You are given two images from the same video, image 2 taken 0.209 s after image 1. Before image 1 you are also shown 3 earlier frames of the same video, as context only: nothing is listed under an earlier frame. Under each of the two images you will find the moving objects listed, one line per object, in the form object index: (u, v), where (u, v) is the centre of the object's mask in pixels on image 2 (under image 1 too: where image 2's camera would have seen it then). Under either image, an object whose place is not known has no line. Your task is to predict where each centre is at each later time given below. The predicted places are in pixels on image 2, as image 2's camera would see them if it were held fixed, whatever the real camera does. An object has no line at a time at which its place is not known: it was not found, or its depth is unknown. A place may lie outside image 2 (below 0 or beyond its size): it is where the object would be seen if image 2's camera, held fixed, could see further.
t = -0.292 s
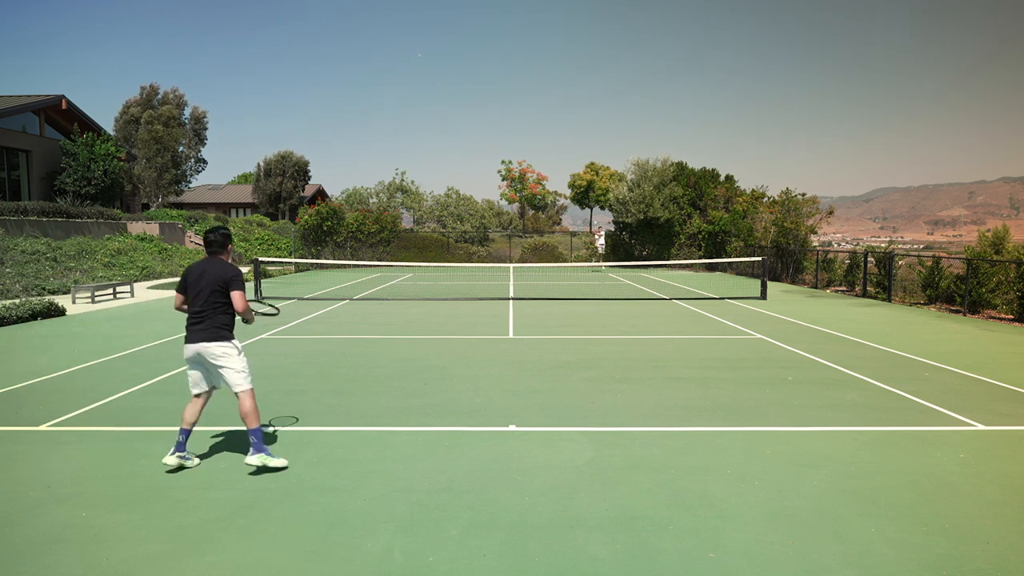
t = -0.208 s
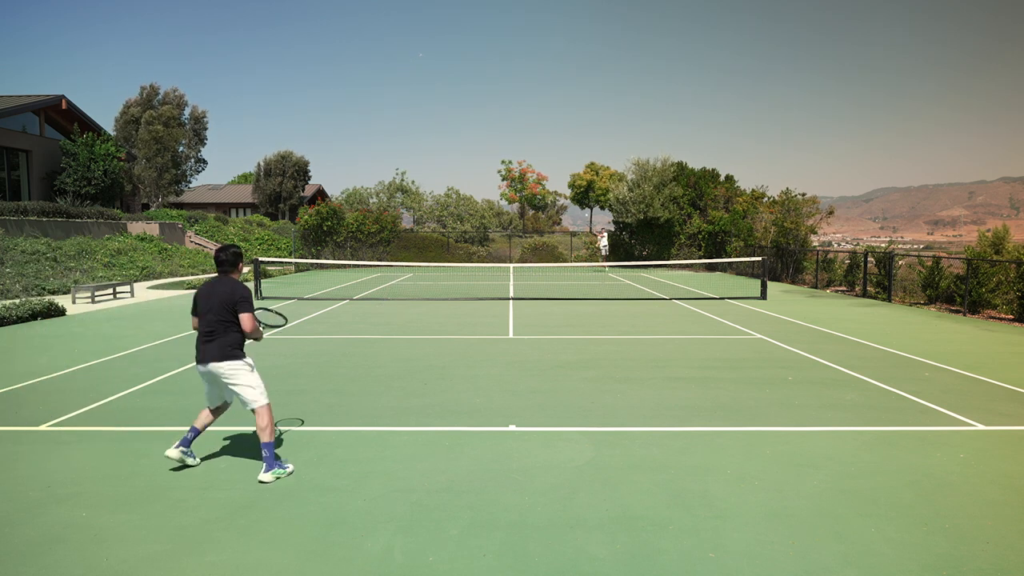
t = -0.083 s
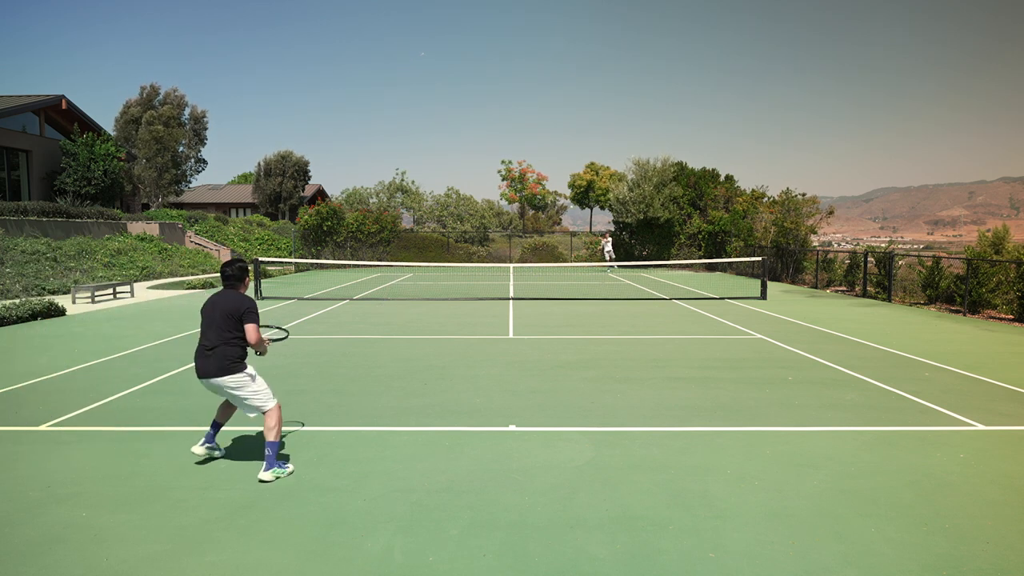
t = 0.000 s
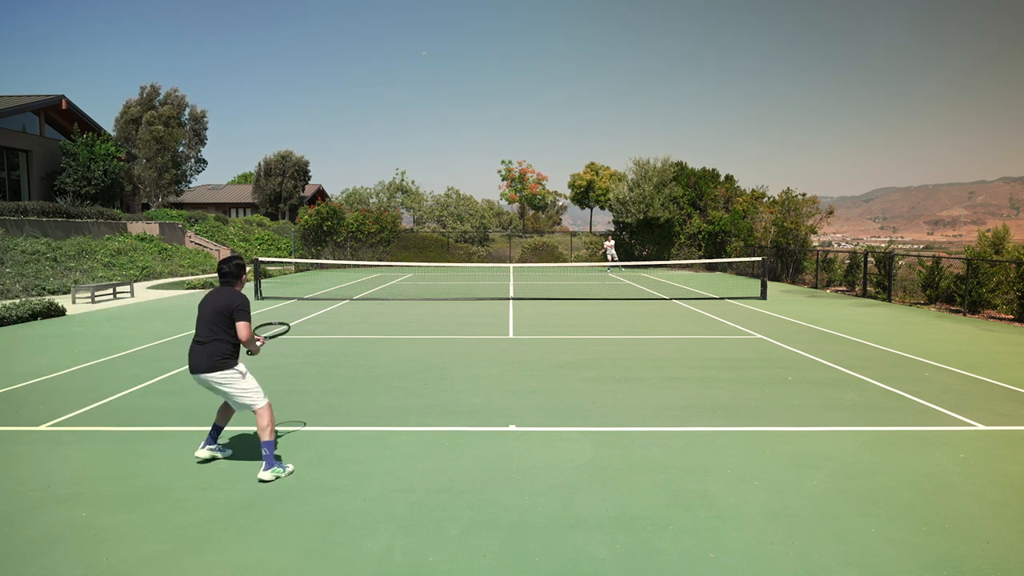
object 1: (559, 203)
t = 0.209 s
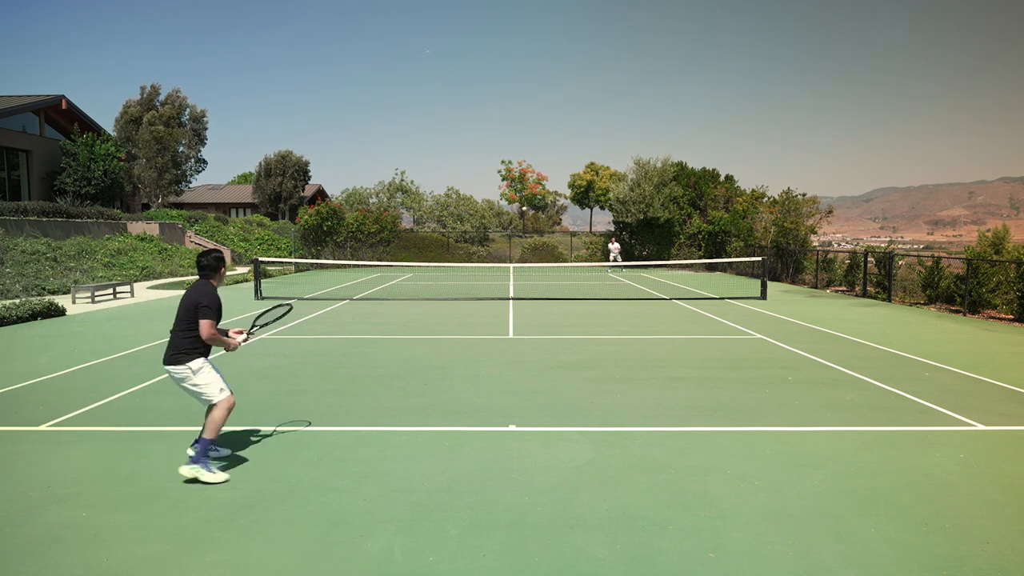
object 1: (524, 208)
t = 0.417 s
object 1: (469, 244)
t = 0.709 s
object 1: (317, 411)
